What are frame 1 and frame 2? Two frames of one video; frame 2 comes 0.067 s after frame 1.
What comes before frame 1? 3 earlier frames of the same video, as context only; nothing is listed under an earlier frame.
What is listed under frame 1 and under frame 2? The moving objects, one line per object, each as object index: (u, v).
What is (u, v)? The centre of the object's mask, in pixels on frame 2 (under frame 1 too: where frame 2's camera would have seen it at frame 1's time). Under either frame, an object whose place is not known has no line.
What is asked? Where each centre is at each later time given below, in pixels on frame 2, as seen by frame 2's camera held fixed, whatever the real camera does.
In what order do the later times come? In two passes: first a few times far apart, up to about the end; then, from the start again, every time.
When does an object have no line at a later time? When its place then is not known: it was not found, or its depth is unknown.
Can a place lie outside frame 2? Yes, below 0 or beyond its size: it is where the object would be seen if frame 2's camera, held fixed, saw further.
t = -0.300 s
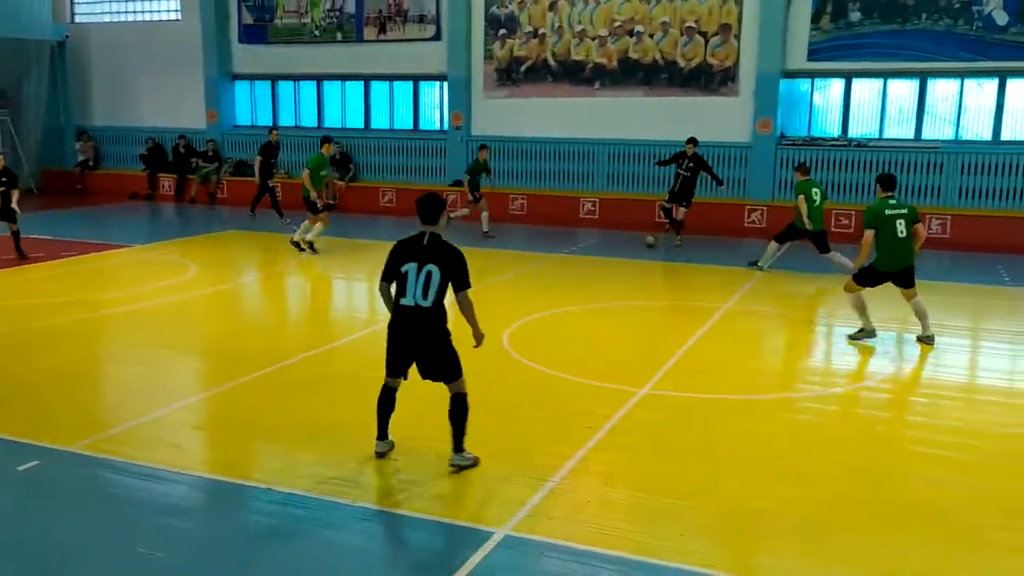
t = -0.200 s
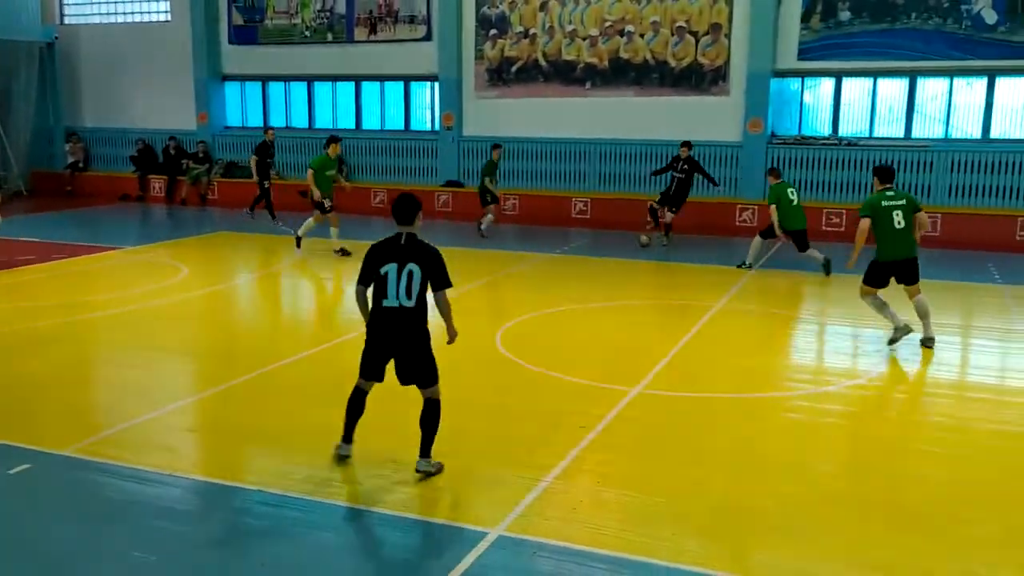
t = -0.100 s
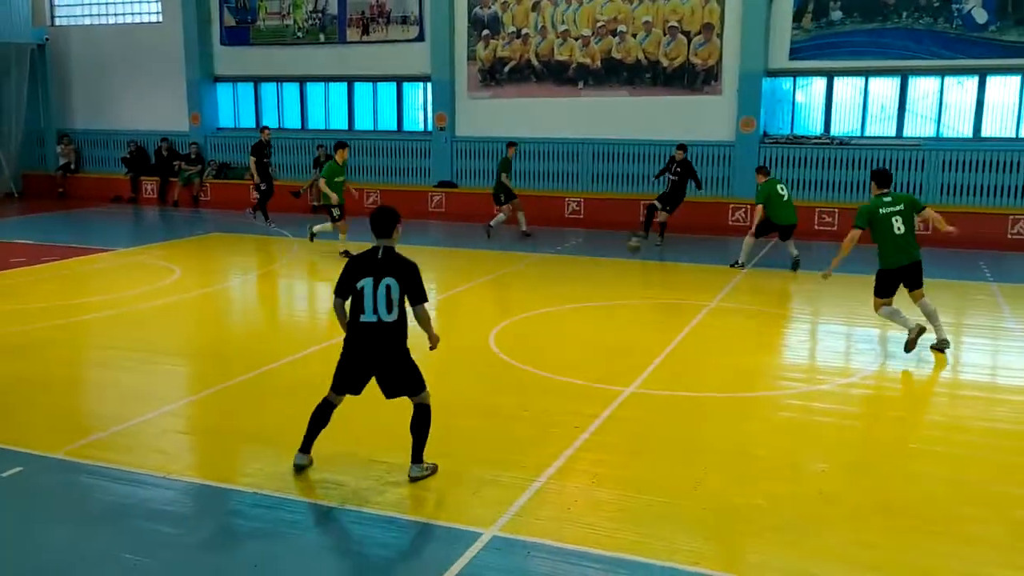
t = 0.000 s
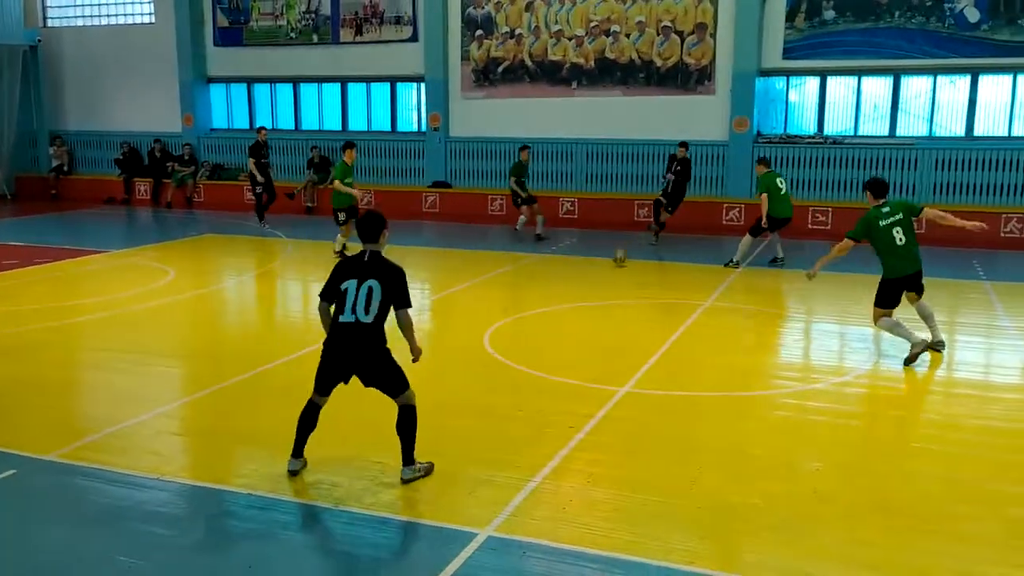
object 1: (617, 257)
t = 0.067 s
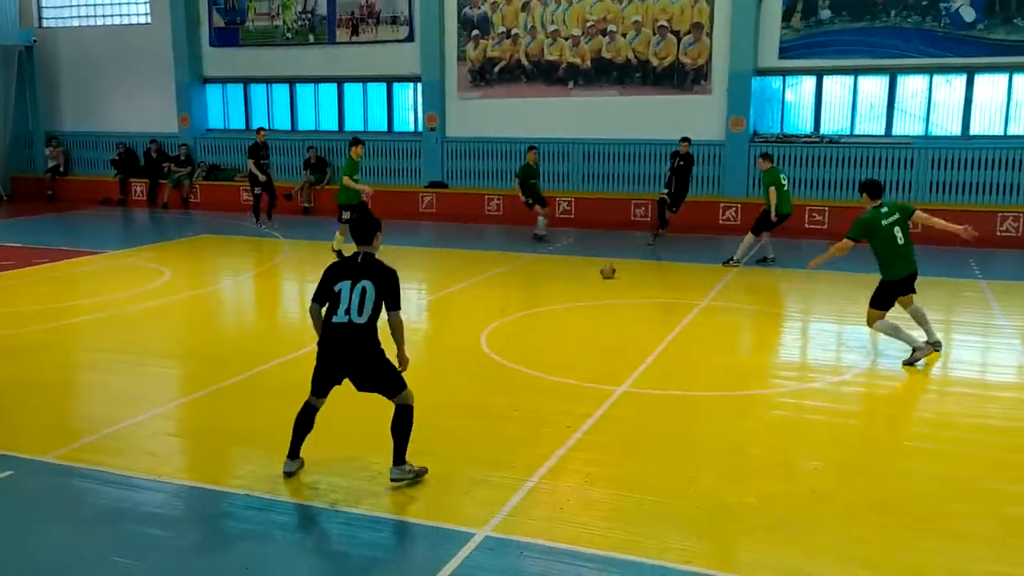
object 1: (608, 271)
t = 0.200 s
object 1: (590, 295)
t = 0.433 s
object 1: (550, 350)
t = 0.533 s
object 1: (529, 374)
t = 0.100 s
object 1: (603, 276)
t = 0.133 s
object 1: (599, 281)
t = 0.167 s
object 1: (595, 287)
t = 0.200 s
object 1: (590, 295)
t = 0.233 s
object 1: (585, 300)
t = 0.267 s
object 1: (580, 304)
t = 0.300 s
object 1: (575, 311)
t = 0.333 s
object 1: (569, 318)
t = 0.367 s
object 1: (563, 328)
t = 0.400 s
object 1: (557, 342)
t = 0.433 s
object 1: (550, 350)
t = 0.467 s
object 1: (544, 355)
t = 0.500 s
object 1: (536, 363)
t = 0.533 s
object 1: (529, 374)
